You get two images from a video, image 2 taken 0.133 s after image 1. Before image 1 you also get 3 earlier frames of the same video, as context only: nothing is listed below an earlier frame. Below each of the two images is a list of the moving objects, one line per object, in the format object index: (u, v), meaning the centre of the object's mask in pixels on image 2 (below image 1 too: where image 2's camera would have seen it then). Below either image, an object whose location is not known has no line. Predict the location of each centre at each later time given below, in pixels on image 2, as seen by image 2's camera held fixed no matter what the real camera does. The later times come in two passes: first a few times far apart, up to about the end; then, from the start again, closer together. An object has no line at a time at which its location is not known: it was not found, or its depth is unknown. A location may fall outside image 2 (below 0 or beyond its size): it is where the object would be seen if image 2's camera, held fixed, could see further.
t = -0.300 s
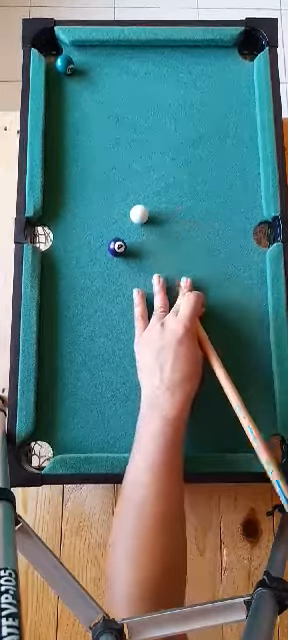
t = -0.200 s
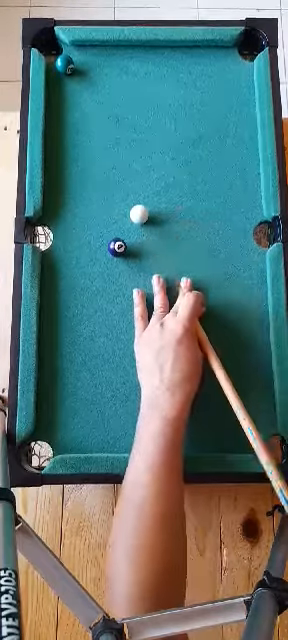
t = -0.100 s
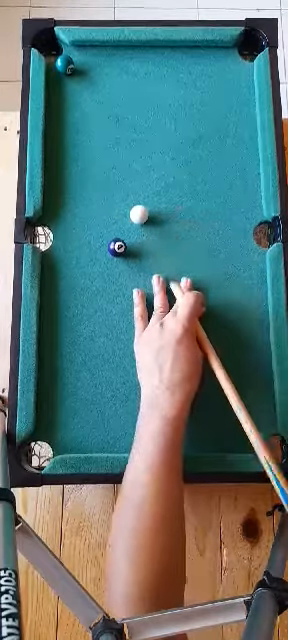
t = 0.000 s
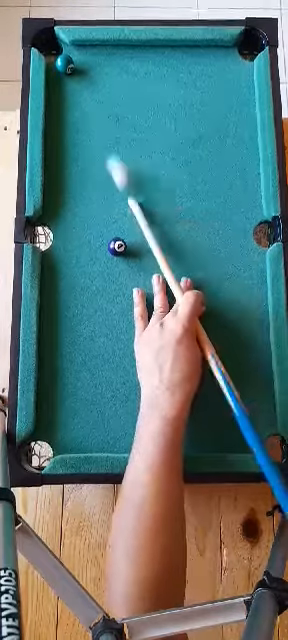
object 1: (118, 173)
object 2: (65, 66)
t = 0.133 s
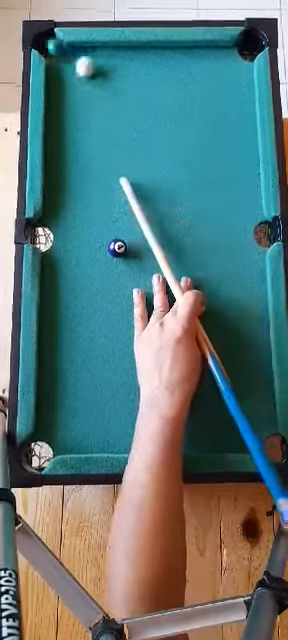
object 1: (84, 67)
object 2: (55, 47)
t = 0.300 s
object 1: (102, 58)
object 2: (82, 70)
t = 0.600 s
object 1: (125, 82)
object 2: (127, 112)
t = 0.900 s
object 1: (138, 99)
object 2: (161, 148)
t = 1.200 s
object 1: (143, 108)
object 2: (186, 175)
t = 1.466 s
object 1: (144, 108)
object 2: (202, 191)
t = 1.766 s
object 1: (144, 108)
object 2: (210, 199)
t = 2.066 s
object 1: (144, 108)
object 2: (210, 199)
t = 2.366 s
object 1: (144, 108)
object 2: (210, 199)
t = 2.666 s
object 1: (144, 108)
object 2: (210, 199)
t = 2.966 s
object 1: (144, 108)
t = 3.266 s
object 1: (144, 108)
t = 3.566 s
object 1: (144, 108)
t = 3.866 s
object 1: (143, 108)
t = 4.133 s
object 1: (143, 108)
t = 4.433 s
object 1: (144, 108)
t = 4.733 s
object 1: (144, 108)
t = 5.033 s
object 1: (144, 108)
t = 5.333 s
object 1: (144, 108)
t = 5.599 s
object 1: (143, 108)
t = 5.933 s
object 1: (143, 108)
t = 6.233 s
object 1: (143, 107)
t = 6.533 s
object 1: (143, 108)
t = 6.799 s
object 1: (144, 108)
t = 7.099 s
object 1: (143, 108)
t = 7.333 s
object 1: (143, 108)
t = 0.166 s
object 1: (88, 59)
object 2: (55, 46)
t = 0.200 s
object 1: (93, 52)
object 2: (60, 48)
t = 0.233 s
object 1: (96, 52)
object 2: (68, 55)
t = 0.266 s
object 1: (99, 55)
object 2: (75, 64)
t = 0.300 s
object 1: (102, 58)
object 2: (82, 70)
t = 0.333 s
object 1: (105, 62)
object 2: (91, 77)
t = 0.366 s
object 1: (108, 65)
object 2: (92, 80)
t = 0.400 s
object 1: (111, 67)
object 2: (97, 85)
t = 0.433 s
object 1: (114, 70)
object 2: (104, 90)
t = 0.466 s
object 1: (116, 73)
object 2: (108, 95)
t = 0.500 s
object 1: (118, 75)
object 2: (113, 98)
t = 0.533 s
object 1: (121, 77)
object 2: (118, 103)
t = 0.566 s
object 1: (122, 80)
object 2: (123, 109)
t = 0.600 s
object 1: (125, 82)
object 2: (127, 112)
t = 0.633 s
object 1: (126, 84)
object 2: (129, 115)
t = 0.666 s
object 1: (129, 87)
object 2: (134, 120)
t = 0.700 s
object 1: (130, 89)
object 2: (139, 125)
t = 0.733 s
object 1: (132, 90)
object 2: (143, 128)
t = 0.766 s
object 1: (133, 93)
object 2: (146, 132)
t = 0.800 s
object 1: (135, 94)
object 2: (150, 136)
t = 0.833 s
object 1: (136, 96)
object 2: (154, 140)
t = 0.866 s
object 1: (137, 98)
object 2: (158, 144)
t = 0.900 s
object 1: (138, 99)
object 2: (161, 148)
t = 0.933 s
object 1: (139, 100)
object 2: (165, 151)
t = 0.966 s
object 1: (140, 102)
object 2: (167, 154)
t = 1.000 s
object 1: (140, 103)
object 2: (170, 157)
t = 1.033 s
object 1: (141, 104)
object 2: (174, 161)
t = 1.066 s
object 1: (142, 106)
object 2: (177, 165)
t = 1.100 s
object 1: (142, 106)
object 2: (180, 167)
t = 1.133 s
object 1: (143, 106)
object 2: (182, 169)
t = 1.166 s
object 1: (143, 107)
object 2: (184, 172)
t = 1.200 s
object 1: (143, 108)
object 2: (186, 175)
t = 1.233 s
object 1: (144, 108)
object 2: (189, 177)
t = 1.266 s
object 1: (144, 108)
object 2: (191, 179)
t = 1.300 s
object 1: (144, 108)
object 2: (194, 183)
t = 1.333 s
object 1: (144, 108)
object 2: (195, 184)
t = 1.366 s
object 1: (144, 108)
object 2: (198, 187)
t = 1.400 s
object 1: (144, 108)
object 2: (199, 188)
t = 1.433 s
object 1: (144, 108)
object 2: (200, 189)
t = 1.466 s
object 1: (144, 108)
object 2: (202, 191)
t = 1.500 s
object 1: (144, 108)
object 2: (203, 192)
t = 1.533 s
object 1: (144, 108)
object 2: (203, 193)
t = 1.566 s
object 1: (144, 108)
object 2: (204, 194)
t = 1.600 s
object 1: (144, 108)
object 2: (205, 195)
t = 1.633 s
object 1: (144, 108)
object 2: (206, 196)
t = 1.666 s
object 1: (144, 108)
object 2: (207, 196)
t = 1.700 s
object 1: (144, 108)
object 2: (209, 198)
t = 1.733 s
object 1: (144, 108)
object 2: (210, 198)
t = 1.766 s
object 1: (144, 108)
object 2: (210, 199)
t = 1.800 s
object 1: (144, 108)
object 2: (210, 199)
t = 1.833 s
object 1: (144, 108)
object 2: (210, 199)
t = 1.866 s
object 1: (144, 108)
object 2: (210, 199)
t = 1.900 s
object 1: (144, 108)
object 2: (211, 199)
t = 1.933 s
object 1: (144, 108)
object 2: (211, 199)
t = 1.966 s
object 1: (144, 108)
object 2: (210, 199)
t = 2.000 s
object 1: (144, 108)
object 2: (210, 199)
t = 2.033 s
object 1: (144, 108)
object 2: (210, 199)
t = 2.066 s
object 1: (144, 108)
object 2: (210, 199)
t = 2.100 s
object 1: (144, 108)
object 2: (210, 199)
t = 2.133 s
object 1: (144, 108)
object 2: (210, 199)
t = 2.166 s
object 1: (144, 108)
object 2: (210, 199)
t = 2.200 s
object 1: (144, 108)
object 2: (210, 199)
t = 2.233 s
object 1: (144, 108)
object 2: (210, 199)
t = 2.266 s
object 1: (144, 108)
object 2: (210, 199)
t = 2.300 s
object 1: (144, 108)
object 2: (210, 199)
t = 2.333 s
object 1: (144, 108)
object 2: (210, 199)
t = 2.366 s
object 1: (144, 108)
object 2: (210, 199)
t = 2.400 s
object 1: (144, 108)
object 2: (210, 199)
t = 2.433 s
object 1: (144, 108)
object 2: (210, 199)
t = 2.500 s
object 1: (144, 108)
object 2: (210, 199)
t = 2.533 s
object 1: (144, 108)
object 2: (210, 199)
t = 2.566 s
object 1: (144, 108)
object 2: (210, 199)
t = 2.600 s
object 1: (144, 108)
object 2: (210, 199)
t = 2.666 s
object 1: (144, 108)
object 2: (210, 199)
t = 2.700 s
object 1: (144, 108)
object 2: (210, 199)
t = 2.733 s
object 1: (144, 108)
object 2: (210, 199)
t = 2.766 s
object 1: (144, 108)
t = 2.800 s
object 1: (144, 108)
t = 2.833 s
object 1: (144, 108)
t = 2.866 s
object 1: (144, 108)
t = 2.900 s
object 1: (144, 108)
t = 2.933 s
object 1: (144, 108)
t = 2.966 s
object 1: (144, 108)
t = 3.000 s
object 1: (144, 108)
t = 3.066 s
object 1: (144, 108)
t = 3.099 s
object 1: (144, 108)
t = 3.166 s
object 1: (144, 108)
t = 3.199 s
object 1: (144, 108)
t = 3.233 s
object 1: (144, 108)
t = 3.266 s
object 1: (144, 108)
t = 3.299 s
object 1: (144, 108)
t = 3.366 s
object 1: (144, 108)
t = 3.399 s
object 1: (144, 108)
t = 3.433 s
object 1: (144, 108)
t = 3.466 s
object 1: (144, 108)
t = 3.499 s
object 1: (144, 108)
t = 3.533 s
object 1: (144, 108)
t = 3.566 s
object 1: (144, 108)
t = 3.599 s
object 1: (144, 108)
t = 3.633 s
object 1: (144, 108)
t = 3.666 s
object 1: (144, 108)
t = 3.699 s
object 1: (144, 108)
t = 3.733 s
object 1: (144, 108)
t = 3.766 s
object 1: (144, 108)
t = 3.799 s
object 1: (144, 108)
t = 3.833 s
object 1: (143, 108)
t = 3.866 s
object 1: (143, 108)
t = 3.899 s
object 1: (143, 108)
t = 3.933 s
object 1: (143, 108)
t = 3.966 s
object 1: (143, 108)
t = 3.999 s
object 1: (144, 108)
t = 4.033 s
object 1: (144, 108)
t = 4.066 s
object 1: (144, 108)
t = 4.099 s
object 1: (144, 108)
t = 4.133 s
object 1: (143, 108)
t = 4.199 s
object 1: (144, 108)
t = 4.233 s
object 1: (144, 108)
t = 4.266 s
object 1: (144, 108)
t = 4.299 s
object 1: (144, 108)
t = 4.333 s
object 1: (144, 108)
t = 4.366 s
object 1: (144, 108)
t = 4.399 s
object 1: (144, 108)
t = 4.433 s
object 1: (144, 108)
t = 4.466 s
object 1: (144, 108)
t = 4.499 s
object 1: (144, 108)
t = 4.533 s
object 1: (144, 108)
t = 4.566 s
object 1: (144, 108)
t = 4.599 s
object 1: (144, 108)
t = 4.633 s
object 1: (144, 108)
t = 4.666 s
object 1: (144, 108)
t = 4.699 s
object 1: (144, 108)
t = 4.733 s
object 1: (144, 108)
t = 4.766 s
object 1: (144, 108)
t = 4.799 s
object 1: (144, 108)
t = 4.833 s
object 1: (144, 108)
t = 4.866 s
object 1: (144, 108)
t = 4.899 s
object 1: (144, 108)
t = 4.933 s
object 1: (144, 108)
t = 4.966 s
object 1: (144, 108)
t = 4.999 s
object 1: (144, 108)
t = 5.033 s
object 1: (144, 108)
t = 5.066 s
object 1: (144, 108)
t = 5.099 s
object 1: (144, 108)
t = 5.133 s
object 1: (144, 108)
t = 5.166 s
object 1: (144, 108)
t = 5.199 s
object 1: (144, 108)
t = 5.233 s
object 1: (144, 108)
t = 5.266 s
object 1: (144, 108)
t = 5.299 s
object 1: (144, 108)
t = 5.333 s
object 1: (144, 108)
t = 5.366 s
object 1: (144, 108)
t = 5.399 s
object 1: (144, 108)
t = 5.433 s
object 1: (144, 108)
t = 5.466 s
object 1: (143, 108)
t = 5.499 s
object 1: (144, 108)
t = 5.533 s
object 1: (143, 108)
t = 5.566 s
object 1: (143, 108)
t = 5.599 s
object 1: (143, 108)
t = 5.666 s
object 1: (143, 108)
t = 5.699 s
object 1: (144, 108)
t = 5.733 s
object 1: (143, 108)
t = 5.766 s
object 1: (144, 108)
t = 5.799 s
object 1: (143, 108)
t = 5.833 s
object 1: (143, 108)
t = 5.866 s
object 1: (143, 108)
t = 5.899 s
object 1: (143, 108)
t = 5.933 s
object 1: (143, 108)
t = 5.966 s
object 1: (143, 108)
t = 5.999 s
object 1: (143, 108)
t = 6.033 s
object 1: (143, 108)
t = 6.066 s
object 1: (144, 108)
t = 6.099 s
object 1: (143, 108)
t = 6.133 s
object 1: (143, 108)
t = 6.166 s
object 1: (143, 108)
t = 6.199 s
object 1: (143, 108)
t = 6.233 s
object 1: (143, 107)
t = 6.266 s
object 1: (144, 108)
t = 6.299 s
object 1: (144, 108)
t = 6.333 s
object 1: (143, 108)
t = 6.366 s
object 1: (143, 107)
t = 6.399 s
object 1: (143, 108)
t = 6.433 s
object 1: (144, 108)
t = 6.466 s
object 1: (143, 107)
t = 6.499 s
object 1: (144, 108)
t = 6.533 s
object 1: (143, 108)
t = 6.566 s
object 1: (144, 107)
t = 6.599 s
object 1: (144, 108)
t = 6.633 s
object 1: (144, 108)
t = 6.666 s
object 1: (144, 108)
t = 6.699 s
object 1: (144, 108)
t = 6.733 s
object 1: (144, 108)
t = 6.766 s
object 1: (144, 108)
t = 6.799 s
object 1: (144, 108)
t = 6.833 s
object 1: (143, 108)
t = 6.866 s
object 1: (144, 108)
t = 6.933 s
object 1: (144, 108)
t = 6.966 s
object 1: (144, 108)
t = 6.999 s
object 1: (144, 108)
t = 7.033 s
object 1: (144, 108)
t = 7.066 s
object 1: (144, 108)
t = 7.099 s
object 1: (143, 108)
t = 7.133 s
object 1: (143, 108)
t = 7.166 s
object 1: (143, 108)
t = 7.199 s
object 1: (143, 108)
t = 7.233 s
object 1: (144, 108)
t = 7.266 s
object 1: (143, 108)
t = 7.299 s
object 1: (143, 108)
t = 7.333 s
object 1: (143, 108)
